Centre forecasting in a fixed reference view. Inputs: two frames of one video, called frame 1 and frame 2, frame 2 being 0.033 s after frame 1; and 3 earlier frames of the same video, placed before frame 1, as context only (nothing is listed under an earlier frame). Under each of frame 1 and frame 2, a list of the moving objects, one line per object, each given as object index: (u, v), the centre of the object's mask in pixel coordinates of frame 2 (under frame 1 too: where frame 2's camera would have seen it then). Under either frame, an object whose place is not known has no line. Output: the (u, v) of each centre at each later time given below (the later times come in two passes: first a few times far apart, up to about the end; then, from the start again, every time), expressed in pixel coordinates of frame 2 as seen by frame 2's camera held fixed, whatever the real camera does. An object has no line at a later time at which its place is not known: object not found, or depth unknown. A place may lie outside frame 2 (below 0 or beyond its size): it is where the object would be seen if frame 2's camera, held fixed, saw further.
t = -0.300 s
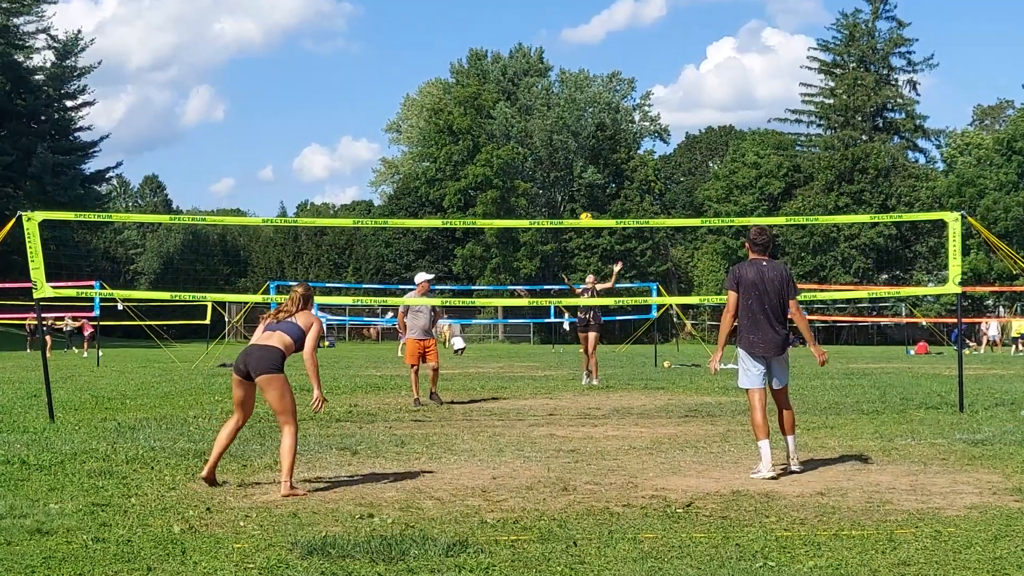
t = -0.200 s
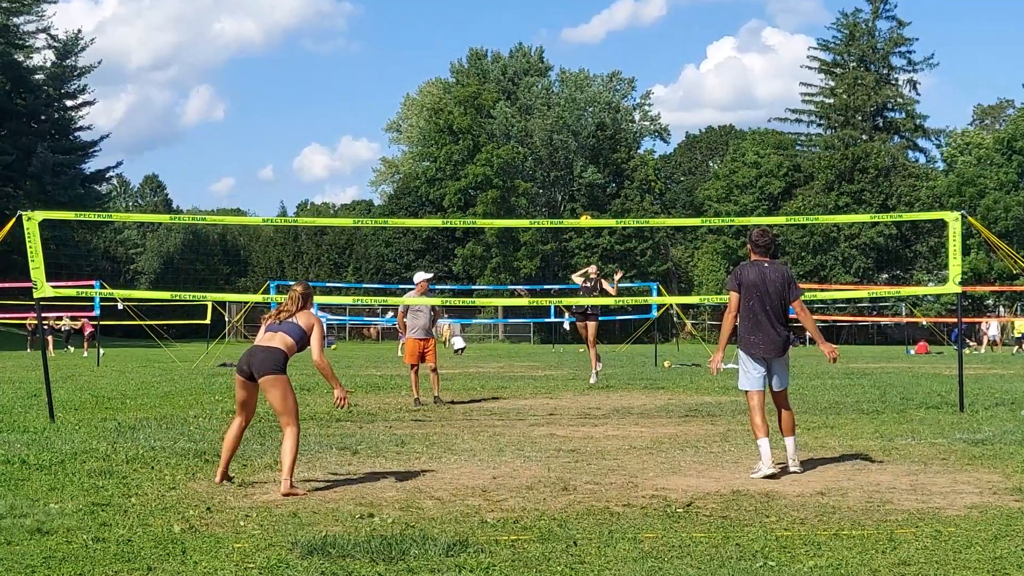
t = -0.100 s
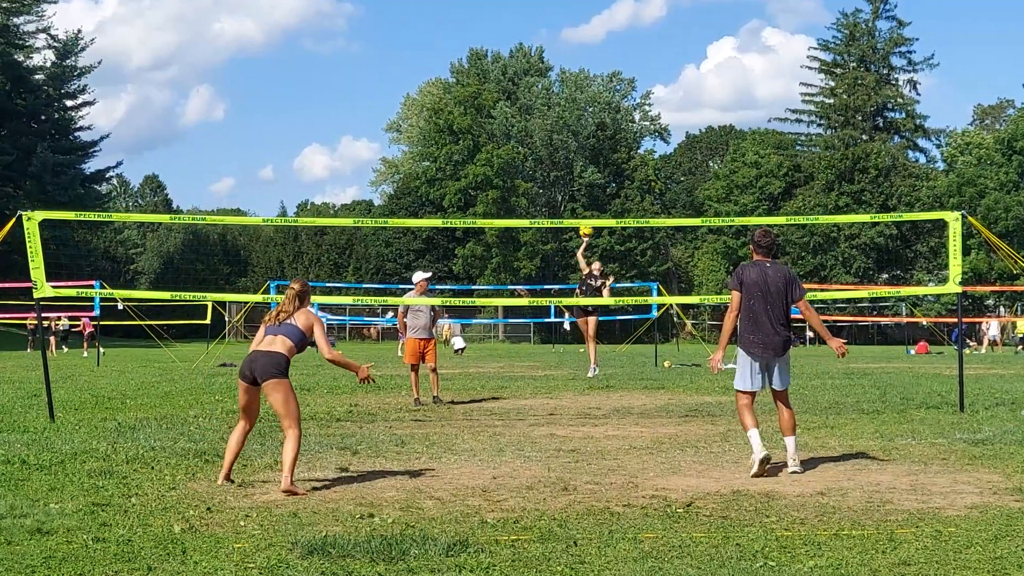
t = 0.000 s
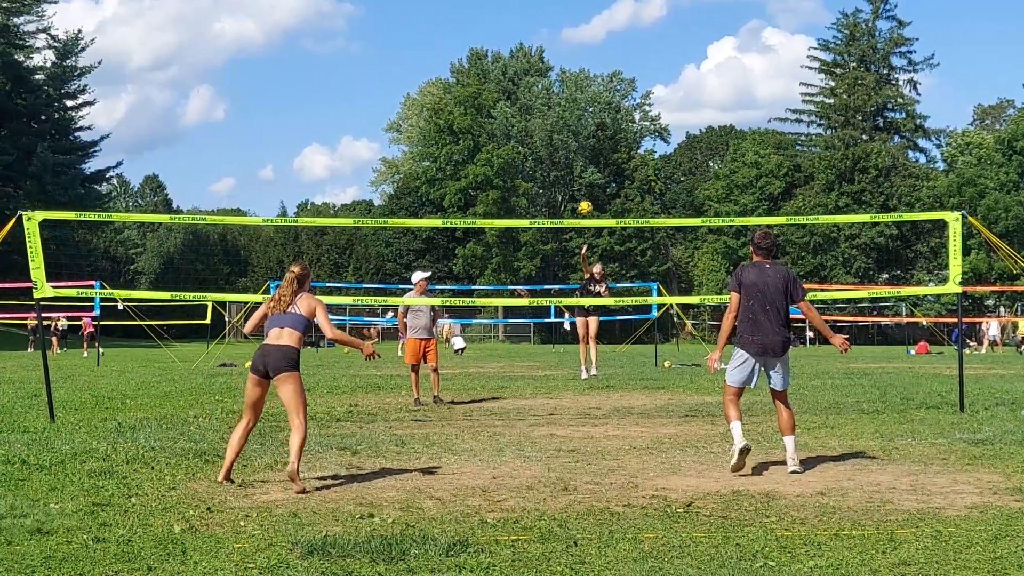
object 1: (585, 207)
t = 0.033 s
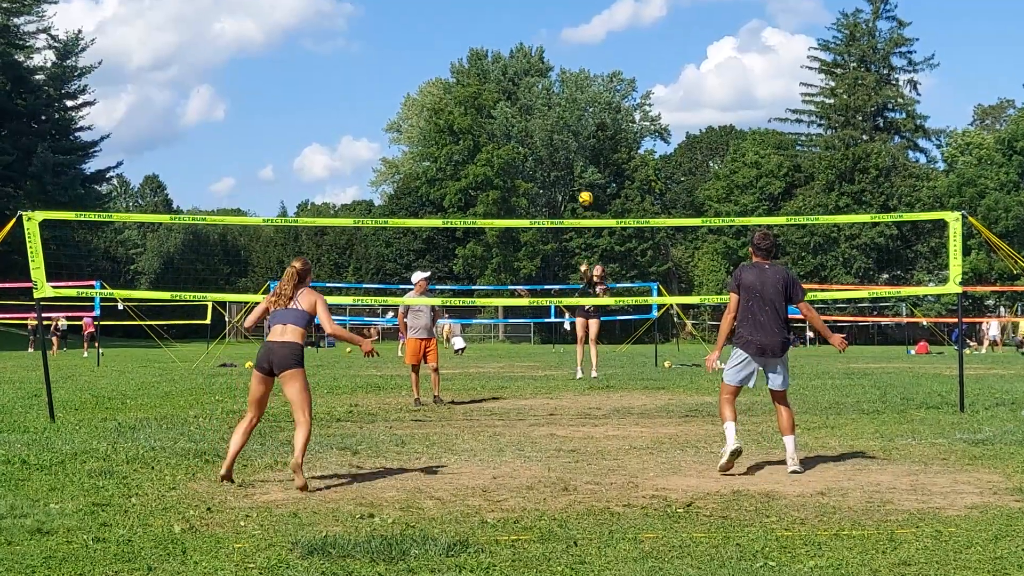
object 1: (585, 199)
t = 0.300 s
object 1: (584, 136)
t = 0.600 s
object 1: (567, 127)
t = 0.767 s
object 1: (549, 164)
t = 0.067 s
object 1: (586, 189)
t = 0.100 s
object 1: (586, 180)
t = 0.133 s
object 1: (586, 171)
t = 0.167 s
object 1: (586, 163)
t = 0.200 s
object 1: (586, 155)
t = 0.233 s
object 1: (586, 148)
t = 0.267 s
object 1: (585, 142)
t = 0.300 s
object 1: (584, 136)
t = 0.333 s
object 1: (583, 132)
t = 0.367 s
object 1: (581, 128)
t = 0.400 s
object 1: (579, 125)
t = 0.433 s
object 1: (578, 122)
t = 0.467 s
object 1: (577, 121)
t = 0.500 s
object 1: (575, 120)
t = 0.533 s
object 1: (573, 121)
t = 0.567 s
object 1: (570, 124)
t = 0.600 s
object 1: (567, 127)
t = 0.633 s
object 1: (564, 131)
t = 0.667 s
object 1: (561, 138)
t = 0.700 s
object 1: (557, 145)
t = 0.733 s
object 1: (553, 154)
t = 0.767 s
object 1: (549, 164)
